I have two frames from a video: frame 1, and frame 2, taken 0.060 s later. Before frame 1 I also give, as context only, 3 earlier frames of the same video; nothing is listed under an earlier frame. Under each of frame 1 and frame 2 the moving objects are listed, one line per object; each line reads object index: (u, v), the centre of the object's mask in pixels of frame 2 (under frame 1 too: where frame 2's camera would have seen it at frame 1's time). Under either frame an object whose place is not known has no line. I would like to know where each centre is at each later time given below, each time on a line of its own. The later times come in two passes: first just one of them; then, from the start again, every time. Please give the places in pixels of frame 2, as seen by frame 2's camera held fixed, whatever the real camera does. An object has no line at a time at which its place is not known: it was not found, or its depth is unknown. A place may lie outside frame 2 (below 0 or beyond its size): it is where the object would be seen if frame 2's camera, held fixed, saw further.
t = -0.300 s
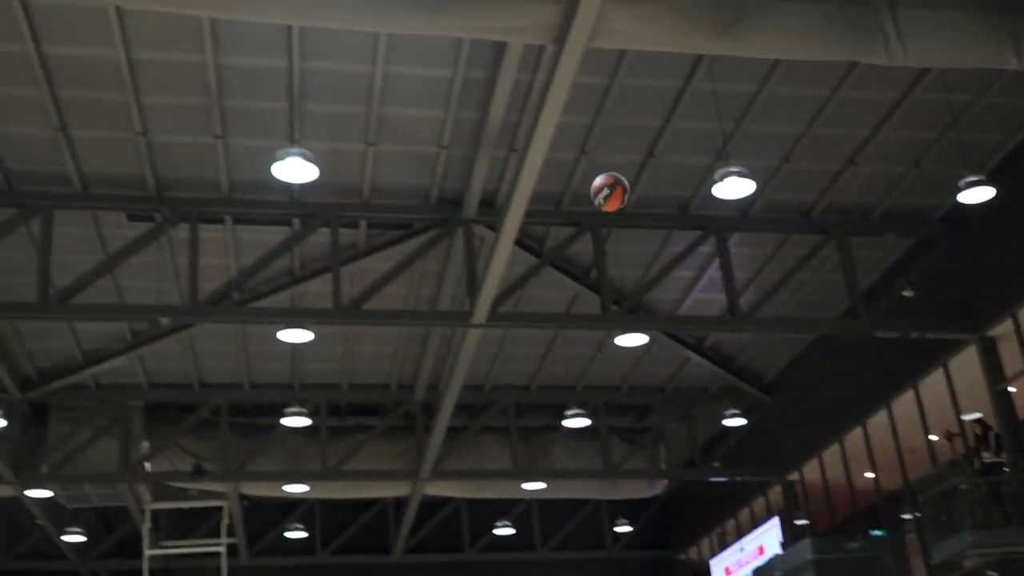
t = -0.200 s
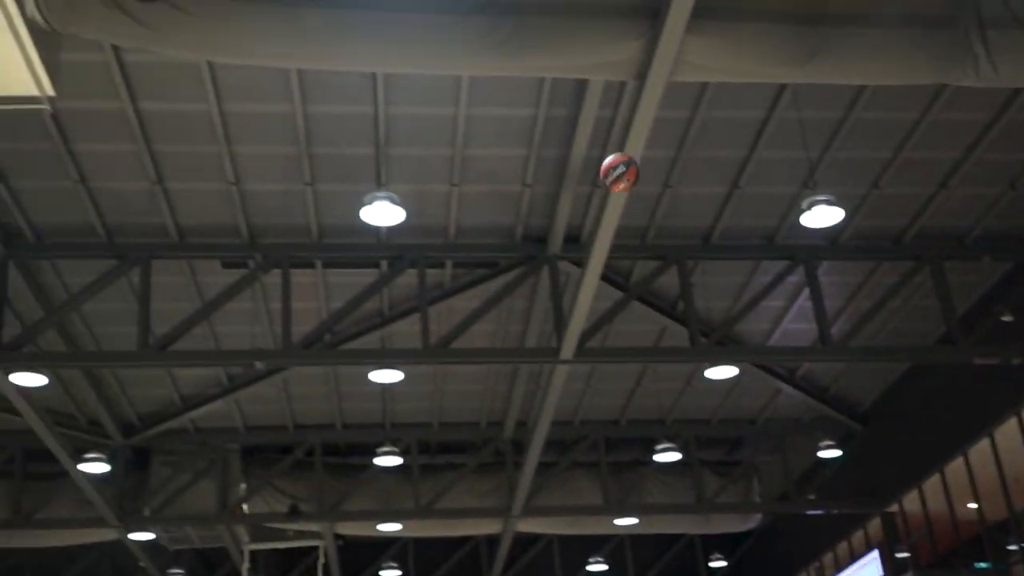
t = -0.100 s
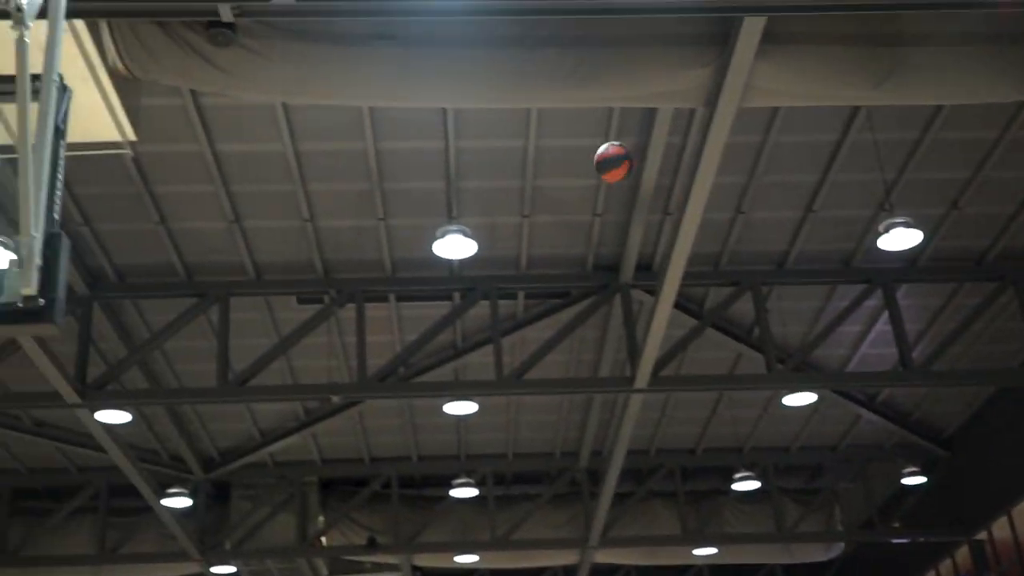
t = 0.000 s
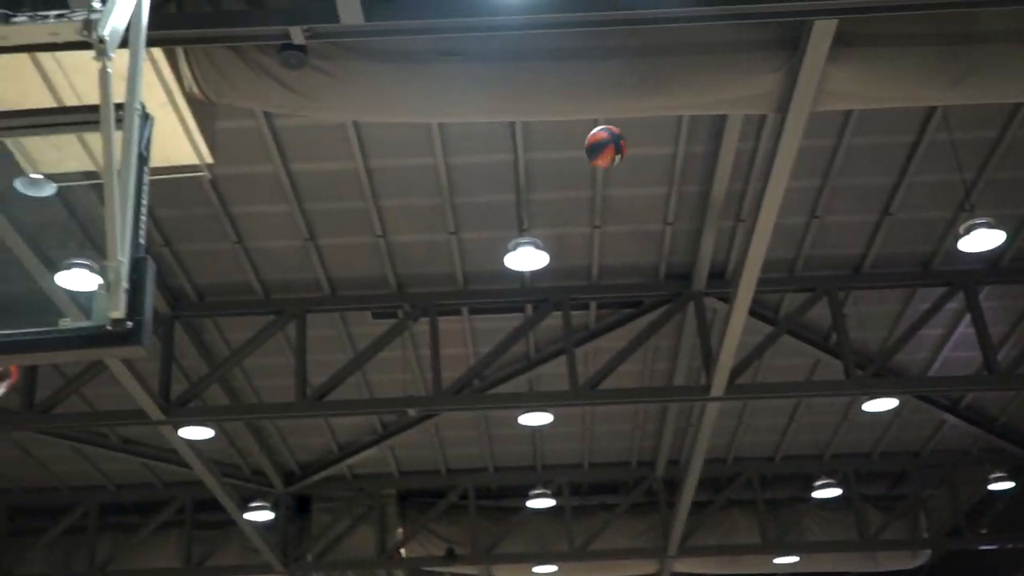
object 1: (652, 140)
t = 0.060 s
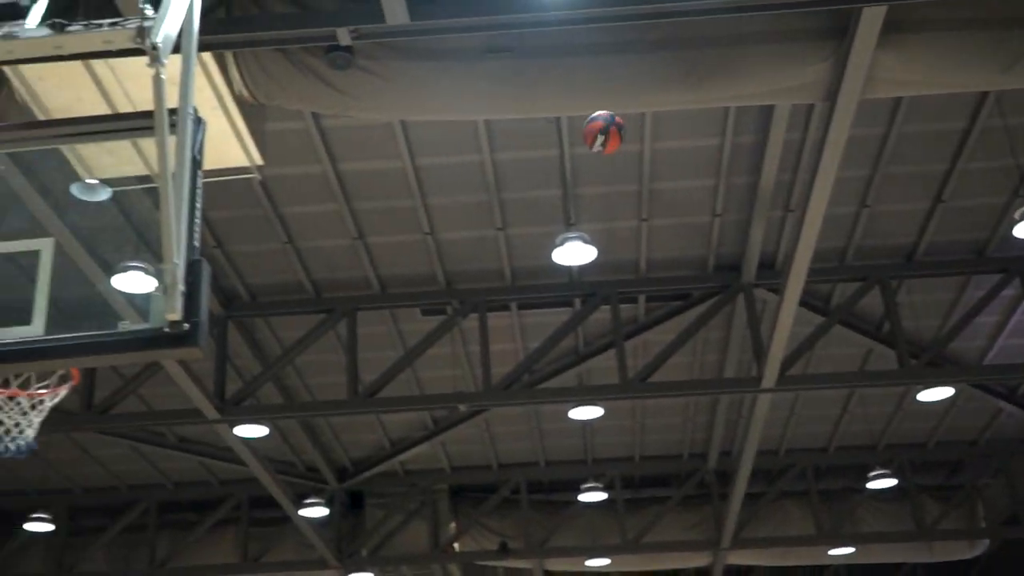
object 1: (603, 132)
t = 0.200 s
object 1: (485, 132)
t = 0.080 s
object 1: (587, 131)
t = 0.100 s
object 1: (571, 130)
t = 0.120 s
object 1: (554, 129)
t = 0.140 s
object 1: (538, 129)
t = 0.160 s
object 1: (521, 129)
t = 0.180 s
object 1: (503, 131)
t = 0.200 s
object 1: (485, 132)
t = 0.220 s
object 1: (468, 136)
